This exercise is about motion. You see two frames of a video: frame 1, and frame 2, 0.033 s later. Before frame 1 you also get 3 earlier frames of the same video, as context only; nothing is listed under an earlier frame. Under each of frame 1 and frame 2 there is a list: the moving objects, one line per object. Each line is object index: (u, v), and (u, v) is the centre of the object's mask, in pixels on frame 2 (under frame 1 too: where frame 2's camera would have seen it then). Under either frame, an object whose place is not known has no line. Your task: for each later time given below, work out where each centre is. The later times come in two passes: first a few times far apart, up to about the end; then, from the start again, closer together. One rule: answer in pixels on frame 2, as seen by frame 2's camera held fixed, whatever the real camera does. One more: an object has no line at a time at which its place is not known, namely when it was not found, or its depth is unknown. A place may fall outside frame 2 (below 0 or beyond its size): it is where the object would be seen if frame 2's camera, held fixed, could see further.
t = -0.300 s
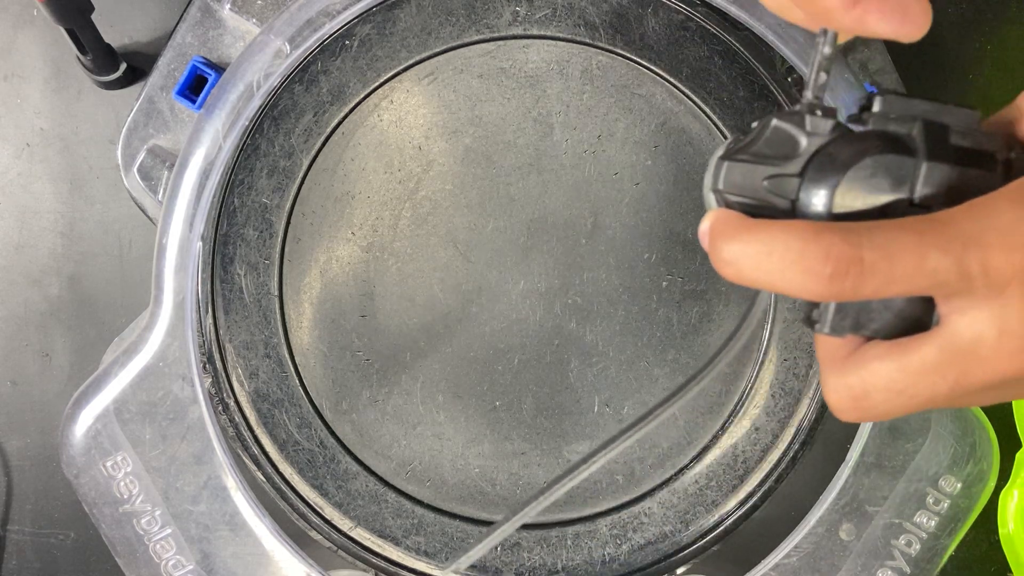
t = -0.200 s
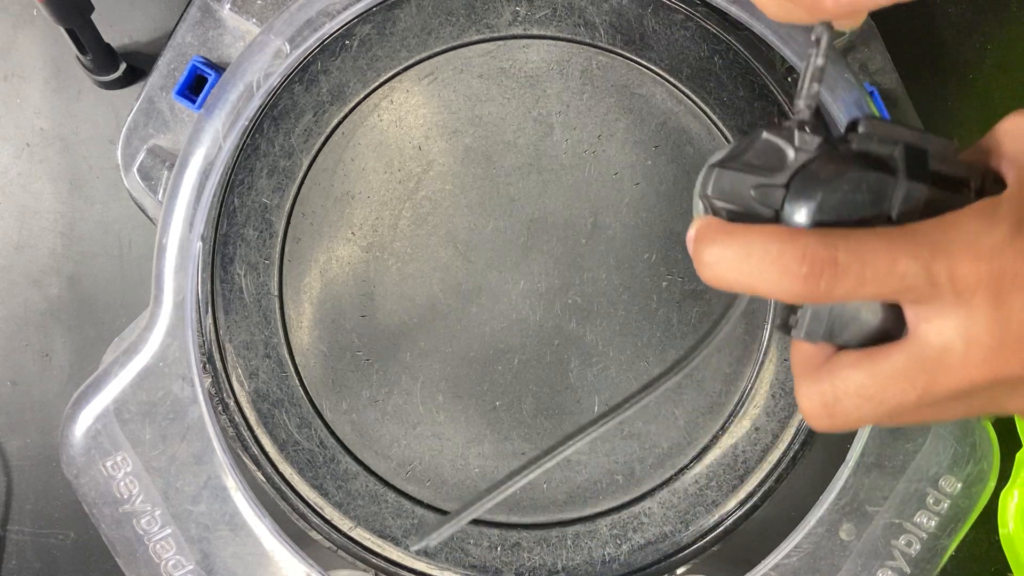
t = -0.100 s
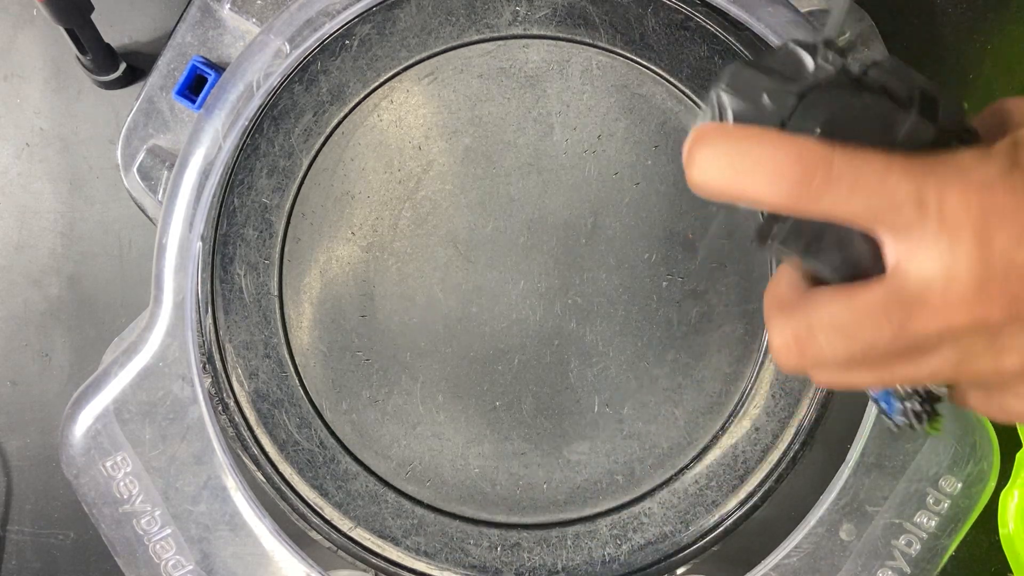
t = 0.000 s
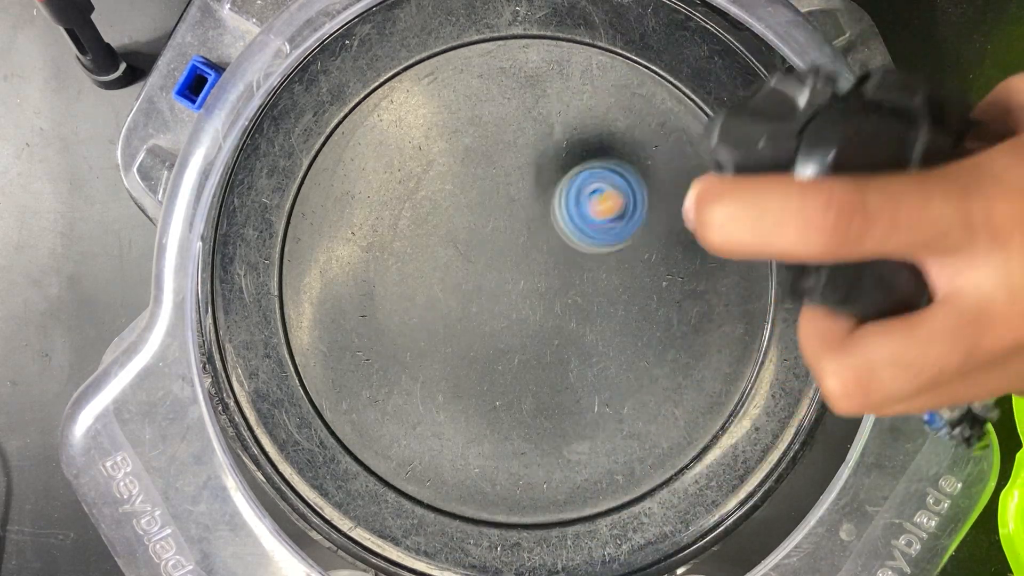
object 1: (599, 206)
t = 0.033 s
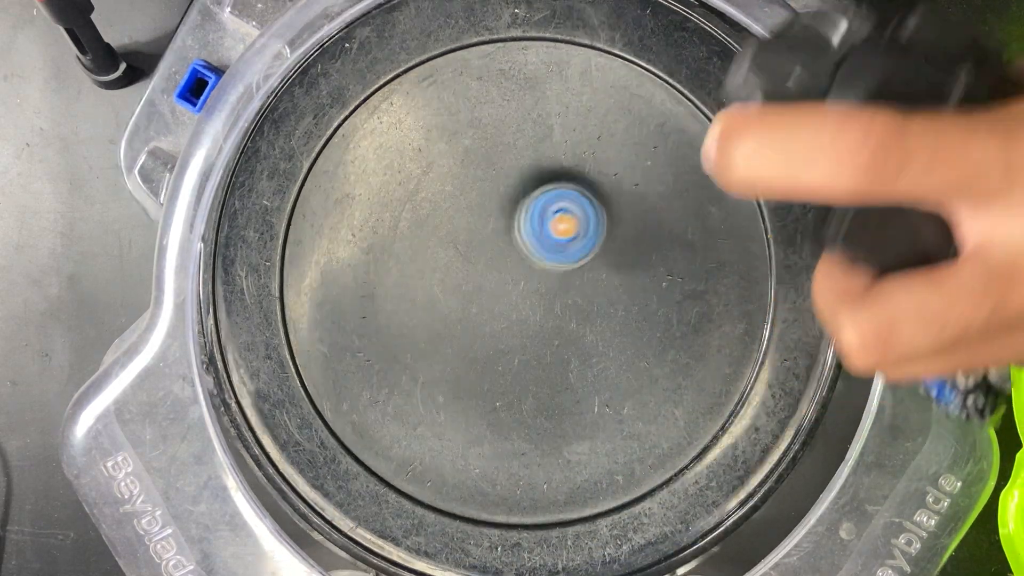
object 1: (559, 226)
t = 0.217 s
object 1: (342, 331)
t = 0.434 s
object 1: (390, 470)
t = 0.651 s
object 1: (582, 426)
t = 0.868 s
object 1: (553, 177)
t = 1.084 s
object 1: (325, 208)
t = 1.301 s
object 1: (381, 442)
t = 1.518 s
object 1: (612, 410)
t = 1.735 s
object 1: (652, 142)
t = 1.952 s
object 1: (402, 107)
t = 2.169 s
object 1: (350, 373)
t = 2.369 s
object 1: (551, 487)
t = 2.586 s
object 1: (747, 360)
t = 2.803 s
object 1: (694, 146)
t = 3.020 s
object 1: (439, 159)
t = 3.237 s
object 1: (406, 413)
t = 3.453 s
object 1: (601, 503)
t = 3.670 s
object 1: (733, 353)
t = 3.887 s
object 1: (660, 198)
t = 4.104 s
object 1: (432, 215)
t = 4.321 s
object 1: (398, 442)
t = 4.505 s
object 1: (543, 516)
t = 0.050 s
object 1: (540, 236)
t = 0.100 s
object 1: (477, 267)
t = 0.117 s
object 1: (456, 277)
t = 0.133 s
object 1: (435, 287)
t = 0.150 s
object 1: (413, 298)
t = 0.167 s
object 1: (394, 308)
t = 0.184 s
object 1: (375, 316)
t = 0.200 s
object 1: (357, 325)
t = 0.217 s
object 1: (342, 331)
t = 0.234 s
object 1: (333, 340)
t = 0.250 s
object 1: (329, 350)
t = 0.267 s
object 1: (325, 359)
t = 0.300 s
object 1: (322, 385)
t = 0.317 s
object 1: (321, 399)
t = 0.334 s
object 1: (326, 410)
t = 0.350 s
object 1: (334, 421)
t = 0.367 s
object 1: (344, 432)
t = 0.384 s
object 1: (355, 441)
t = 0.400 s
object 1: (366, 453)
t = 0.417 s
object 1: (378, 461)
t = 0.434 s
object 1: (390, 470)
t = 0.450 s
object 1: (403, 479)
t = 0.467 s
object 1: (417, 485)
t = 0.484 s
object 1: (432, 490)
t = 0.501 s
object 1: (448, 493)
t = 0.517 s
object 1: (464, 494)
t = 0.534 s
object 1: (481, 494)
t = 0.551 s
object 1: (498, 489)
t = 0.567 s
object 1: (513, 485)
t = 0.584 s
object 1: (529, 477)
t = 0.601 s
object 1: (543, 468)
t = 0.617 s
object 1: (557, 457)
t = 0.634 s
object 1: (570, 443)
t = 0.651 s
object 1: (582, 426)
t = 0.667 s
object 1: (592, 409)
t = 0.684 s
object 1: (600, 389)
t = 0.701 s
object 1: (607, 366)
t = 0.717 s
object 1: (610, 344)
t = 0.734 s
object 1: (612, 322)
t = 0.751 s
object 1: (611, 300)
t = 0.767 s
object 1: (608, 277)
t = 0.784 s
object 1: (604, 259)
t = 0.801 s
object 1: (598, 239)
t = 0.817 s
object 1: (590, 222)
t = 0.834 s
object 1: (579, 205)
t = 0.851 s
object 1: (567, 190)
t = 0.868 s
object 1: (553, 177)
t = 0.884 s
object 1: (538, 165)
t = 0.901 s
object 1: (520, 155)
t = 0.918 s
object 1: (501, 149)
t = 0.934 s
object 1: (483, 145)
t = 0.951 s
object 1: (464, 142)
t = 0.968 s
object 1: (445, 143)
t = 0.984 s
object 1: (425, 145)
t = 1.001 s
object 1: (407, 149)
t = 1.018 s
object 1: (387, 157)
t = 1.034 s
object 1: (370, 168)
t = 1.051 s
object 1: (353, 179)
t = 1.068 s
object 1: (338, 193)
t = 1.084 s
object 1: (325, 208)
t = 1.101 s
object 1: (313, 224)
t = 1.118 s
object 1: (303, 245)
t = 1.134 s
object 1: (295, 264)
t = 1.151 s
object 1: (293, 286)
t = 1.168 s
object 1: (298, 308)
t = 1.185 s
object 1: (303, 328)
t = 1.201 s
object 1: (309, 350)
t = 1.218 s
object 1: (317, 370)
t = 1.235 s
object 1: (326, 388)
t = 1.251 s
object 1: (338, 405)
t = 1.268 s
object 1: (351, 419)
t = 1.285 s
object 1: (366, 432)
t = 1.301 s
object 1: (381, 442)
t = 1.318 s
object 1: (397, 451)
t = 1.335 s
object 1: (414, 458)
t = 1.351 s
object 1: (432, 463)
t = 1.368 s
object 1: (450, 467)
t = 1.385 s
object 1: (468, 469)
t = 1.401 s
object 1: (488, 468)
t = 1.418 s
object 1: (507, 465)
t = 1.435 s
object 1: (526, 461)
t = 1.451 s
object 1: (546, 455)
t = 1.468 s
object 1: (564, 447)
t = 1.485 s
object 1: (580, 437)
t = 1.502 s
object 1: (597, 425)
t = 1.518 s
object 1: (612, 410)
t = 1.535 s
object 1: (625, 395)
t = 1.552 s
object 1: (637, 378)
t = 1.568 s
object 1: (649, 359)
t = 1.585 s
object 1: (657, 338)
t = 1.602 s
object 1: (665, 317)
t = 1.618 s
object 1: (671, 293)
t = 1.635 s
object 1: (675, 270)
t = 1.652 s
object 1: (678, 247)
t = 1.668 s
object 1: (678, 224)
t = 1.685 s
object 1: (675, 202)
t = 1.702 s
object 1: (670, 181)
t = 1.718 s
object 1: (662, 159)
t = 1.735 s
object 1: (652, 142)
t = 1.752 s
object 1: (640, 124)
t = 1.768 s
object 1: (625, 110)
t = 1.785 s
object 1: (607, 97)
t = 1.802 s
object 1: (590, 88)
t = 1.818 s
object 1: (571, 80)
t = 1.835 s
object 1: (550, 74)
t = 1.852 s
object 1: (528, 72)
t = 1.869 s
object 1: (507, 71)
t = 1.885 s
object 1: (485, 74)
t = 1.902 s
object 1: (462, 78)
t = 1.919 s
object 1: (442, 85)
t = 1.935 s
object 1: (421, 95)
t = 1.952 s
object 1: (402, 107)
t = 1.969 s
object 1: (384, 122)
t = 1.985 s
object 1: (365, 140)
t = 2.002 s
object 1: (351, 160)
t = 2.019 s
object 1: (340, 179)
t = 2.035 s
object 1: (331, 202)
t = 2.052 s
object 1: (324, 223)
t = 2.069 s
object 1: (321, 246)
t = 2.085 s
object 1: (320, 270)
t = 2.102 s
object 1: (322, 292)
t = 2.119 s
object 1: (325, 314)
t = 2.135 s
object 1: (331, 335)
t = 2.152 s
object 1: (340, 355)
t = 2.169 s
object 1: (350, 373)
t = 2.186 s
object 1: (360, 390)
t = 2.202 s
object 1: (374, 404)
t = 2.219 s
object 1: (390, 419)
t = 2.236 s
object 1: (405, 432)
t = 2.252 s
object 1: (422, 444)
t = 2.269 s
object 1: (440, 456)
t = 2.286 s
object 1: (456, 465)
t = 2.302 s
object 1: (474, 473)
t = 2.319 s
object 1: (493, 479)
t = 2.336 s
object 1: (512, 483)
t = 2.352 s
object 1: (531, 486)
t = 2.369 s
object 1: (551, 487)
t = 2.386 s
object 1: (571, 487)
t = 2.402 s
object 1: (590, 484)
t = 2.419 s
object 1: (610, 480)
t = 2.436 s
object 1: (628, 474)
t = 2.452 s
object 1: (646, 467)
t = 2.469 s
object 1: (664, 458)
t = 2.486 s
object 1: (680, 448)
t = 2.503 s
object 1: (696, 437)
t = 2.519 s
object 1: (711, 425)
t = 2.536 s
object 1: (724, 412)
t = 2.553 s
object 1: (734, 395)
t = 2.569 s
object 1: (741, 377)
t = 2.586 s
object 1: (747, 360)
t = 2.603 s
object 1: (752, 343)
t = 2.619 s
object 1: (757, 325)
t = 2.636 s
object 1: (757, 307)
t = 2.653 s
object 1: (758, 289)
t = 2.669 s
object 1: (758, 272)
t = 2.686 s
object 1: (756, 254)
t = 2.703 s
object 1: (753, 238)
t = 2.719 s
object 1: (748, 221)
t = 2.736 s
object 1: (741, 203)
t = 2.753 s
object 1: (731, 187)
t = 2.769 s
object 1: (720, 172)
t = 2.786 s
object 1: (708, 158)
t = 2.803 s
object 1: (694, 146)
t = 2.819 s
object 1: (679, 135)
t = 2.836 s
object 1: (661, 124)
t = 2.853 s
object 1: (643, 116)
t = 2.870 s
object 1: (623, 110)
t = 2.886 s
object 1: (604, 107)
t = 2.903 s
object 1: (582, 105)
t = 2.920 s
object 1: (561, 106)
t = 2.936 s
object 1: (538, 109)
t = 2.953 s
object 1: (516, 115)
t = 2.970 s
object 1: (495, 123)
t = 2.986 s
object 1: (475, 134)
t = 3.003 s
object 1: (457, 145)
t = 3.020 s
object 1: (439, 159)
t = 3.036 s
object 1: (423, 176)
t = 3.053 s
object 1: (409, 194)
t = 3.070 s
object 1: (398, 214)
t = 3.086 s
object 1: (389, 234)
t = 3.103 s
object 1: (382, 254)
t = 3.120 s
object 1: (378, 274)
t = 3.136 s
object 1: (376, 295)
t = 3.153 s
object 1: (376, 317)
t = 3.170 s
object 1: (379, 338)
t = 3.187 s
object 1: (383, 358)
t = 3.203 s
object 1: (389, 377)
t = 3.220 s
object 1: (397, 395)
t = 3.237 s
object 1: (406, 413)
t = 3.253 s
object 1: (415, 431)
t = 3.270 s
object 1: (425, 447)
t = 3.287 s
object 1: (436, 462)
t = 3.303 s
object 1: (448, 475)
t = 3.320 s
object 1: (460, 489)
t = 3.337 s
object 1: (474, 501)
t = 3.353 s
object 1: (489, 511)
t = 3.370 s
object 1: (506, 519)
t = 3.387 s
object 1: (525, 522)
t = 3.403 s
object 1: (544, 519)
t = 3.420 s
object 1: (563, 513)
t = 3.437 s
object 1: (583, 508)
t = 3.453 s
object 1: (601, 503)
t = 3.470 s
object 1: (619, 497)
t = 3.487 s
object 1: (637, 491)
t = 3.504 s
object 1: (652, 483)
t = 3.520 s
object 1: (666, 472)
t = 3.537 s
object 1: (678, 462)
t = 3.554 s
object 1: (690, 449)
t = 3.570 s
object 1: (700, 438)
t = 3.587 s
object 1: (709, 425)
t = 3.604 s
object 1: (715, 411)
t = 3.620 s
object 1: (721, 397)
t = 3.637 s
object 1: (726, 382)
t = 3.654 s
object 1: (730, 368)
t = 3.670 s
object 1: (733, 353)
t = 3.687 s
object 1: (735, 340)
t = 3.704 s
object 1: (734, 326)
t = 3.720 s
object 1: (734, 314)
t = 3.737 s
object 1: (732, 301)
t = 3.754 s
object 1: (729, 289)
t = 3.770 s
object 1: (725, 277)
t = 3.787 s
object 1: (720, 265)
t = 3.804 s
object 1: (713, 253)
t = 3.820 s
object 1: (704, 242)
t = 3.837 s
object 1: (696, 231)
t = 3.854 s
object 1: (685, 219)
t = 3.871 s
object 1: (673, 208)
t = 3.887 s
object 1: (660, 198)
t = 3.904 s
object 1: (646, 187)
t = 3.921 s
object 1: (630, 178)
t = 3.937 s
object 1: (613, 172)
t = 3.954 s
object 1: (595, 167)
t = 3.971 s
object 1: (576, 163)
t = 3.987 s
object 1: (557, 163)
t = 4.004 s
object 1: (537, 165)
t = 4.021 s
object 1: (518, 169)
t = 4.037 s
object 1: (500, 174)
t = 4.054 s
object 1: (482, 181)
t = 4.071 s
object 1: (464, 190)
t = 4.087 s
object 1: (447, 202)
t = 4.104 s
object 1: (432, 215)
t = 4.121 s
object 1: (419, 230)
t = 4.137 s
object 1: (408, 247)
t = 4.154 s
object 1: (398, 264)
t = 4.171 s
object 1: (390, 282)
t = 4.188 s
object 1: (384, 301)
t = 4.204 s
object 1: (380, 320)
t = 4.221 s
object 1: (379, 338)
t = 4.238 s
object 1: (379, 356)
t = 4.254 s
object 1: (381, 375)
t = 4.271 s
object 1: (384, 392)
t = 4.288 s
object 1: (388, 410)
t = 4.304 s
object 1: (392, 428)
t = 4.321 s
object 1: (398, 442)
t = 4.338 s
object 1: (404, 457)
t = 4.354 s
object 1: (411, 470)
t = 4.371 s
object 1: (420, 484)
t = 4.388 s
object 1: (430, 497)
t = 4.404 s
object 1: (443, 505)
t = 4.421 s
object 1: (458, 510)
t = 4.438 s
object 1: (475, 513)
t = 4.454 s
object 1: (491, 517)
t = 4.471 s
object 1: (507, 516)
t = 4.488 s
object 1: (525, 516)
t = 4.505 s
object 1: (543, 516)
